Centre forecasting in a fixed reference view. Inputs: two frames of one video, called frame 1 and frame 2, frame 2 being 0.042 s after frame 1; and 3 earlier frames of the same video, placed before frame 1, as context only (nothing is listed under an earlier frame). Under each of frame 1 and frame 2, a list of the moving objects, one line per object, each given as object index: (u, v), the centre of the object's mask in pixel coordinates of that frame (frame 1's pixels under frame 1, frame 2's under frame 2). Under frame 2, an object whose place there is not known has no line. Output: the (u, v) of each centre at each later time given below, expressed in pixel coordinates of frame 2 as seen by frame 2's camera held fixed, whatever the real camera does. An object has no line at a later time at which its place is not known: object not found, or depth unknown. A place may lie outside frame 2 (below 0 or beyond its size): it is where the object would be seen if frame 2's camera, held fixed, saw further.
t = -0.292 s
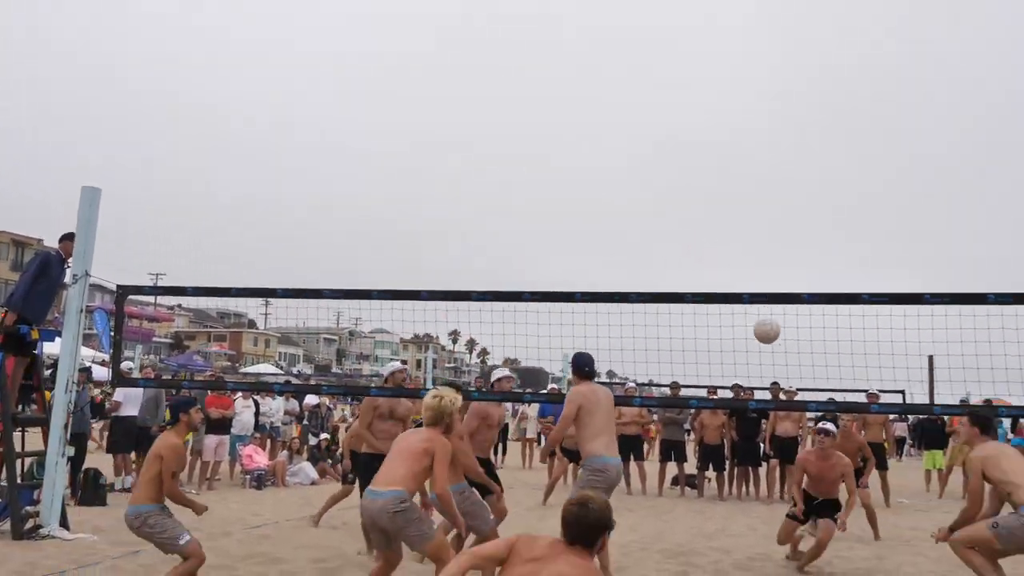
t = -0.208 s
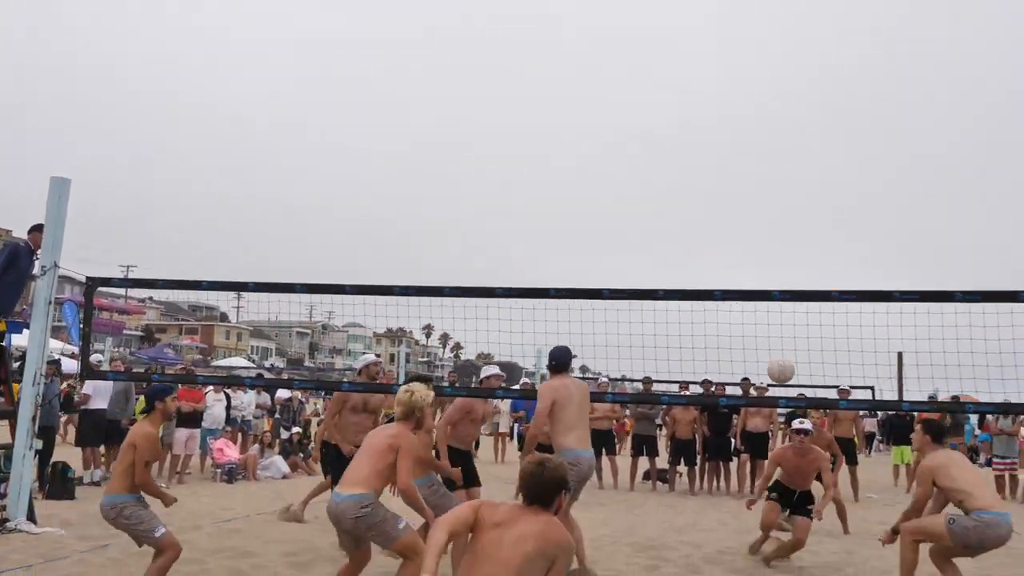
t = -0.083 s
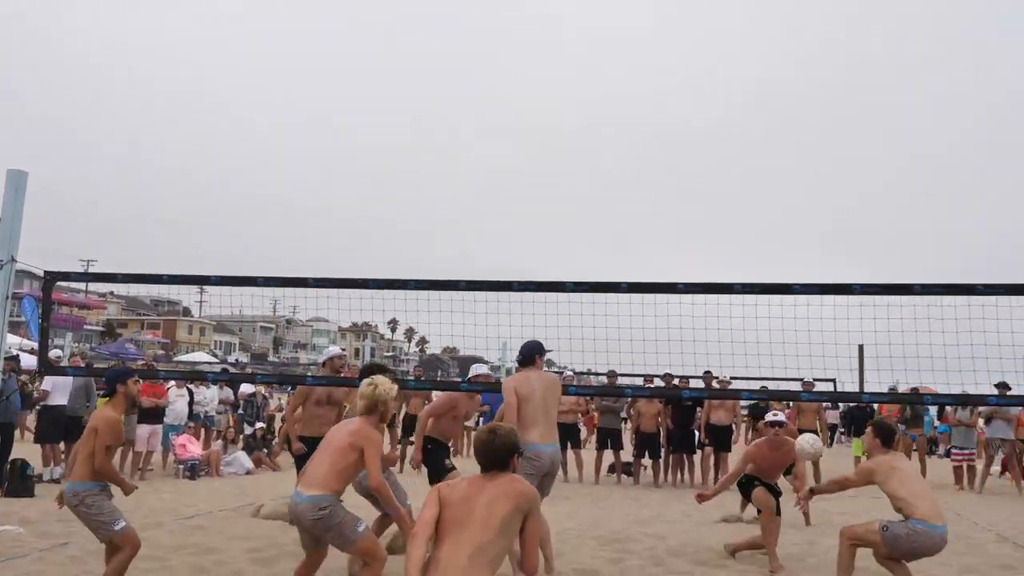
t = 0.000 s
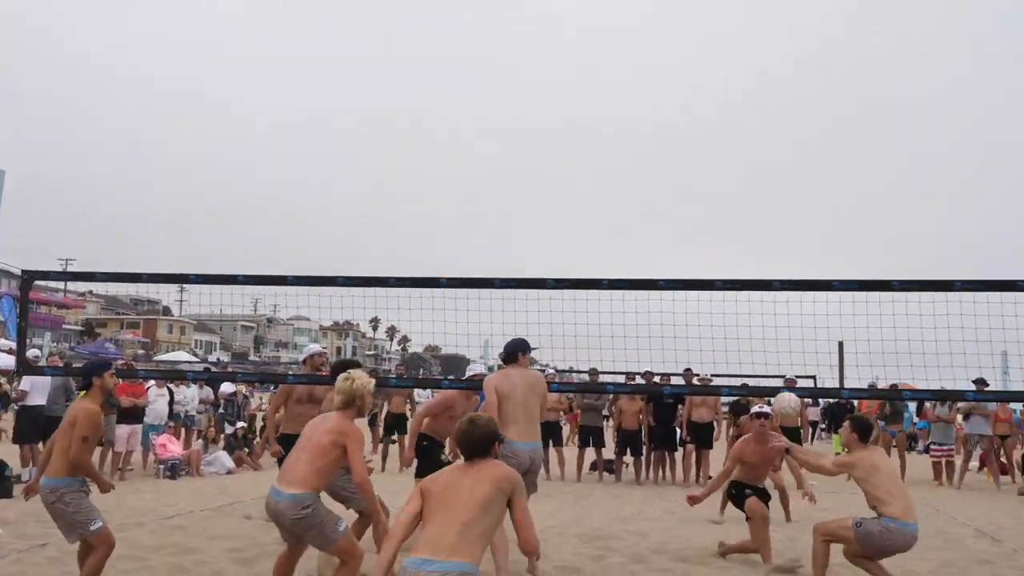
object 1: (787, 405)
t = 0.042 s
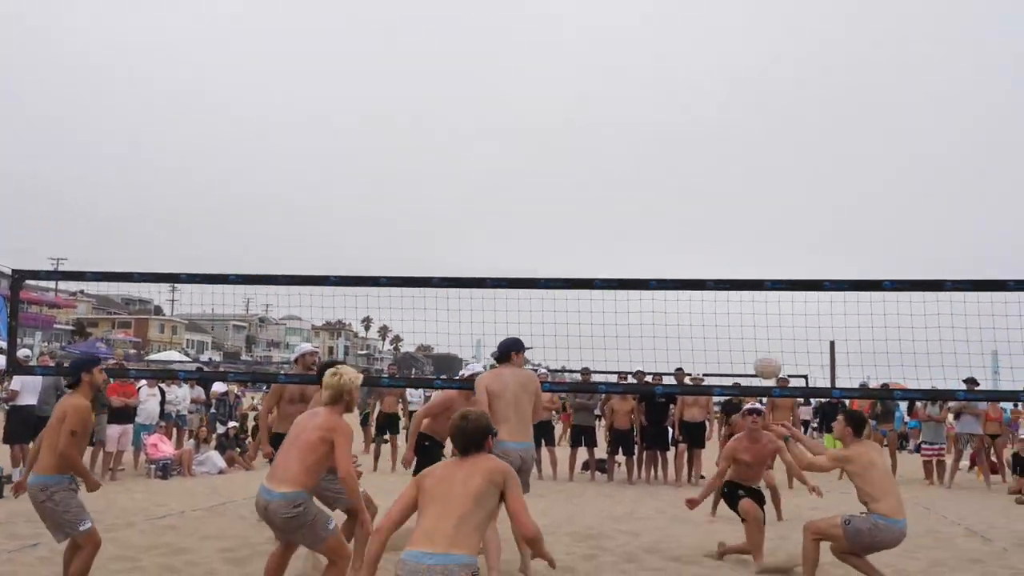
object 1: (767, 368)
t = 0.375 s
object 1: (680, 140)
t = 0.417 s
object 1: (664, 123)
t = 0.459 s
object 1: (649, 109)
